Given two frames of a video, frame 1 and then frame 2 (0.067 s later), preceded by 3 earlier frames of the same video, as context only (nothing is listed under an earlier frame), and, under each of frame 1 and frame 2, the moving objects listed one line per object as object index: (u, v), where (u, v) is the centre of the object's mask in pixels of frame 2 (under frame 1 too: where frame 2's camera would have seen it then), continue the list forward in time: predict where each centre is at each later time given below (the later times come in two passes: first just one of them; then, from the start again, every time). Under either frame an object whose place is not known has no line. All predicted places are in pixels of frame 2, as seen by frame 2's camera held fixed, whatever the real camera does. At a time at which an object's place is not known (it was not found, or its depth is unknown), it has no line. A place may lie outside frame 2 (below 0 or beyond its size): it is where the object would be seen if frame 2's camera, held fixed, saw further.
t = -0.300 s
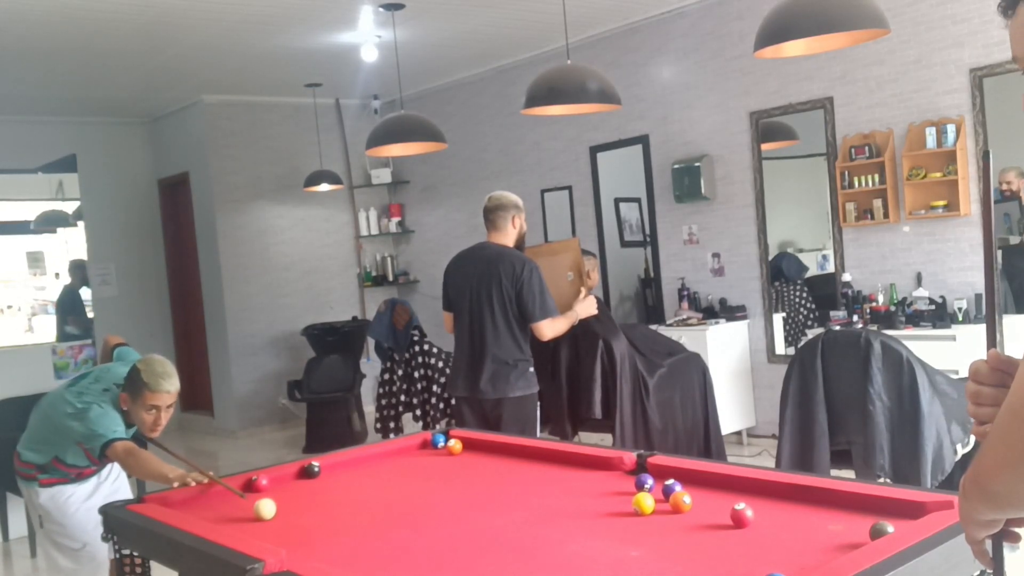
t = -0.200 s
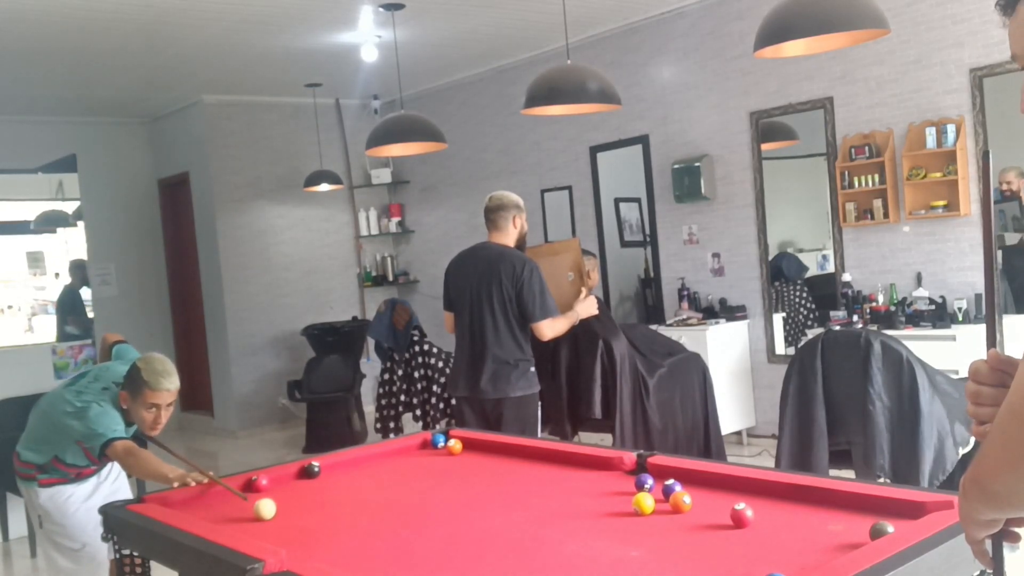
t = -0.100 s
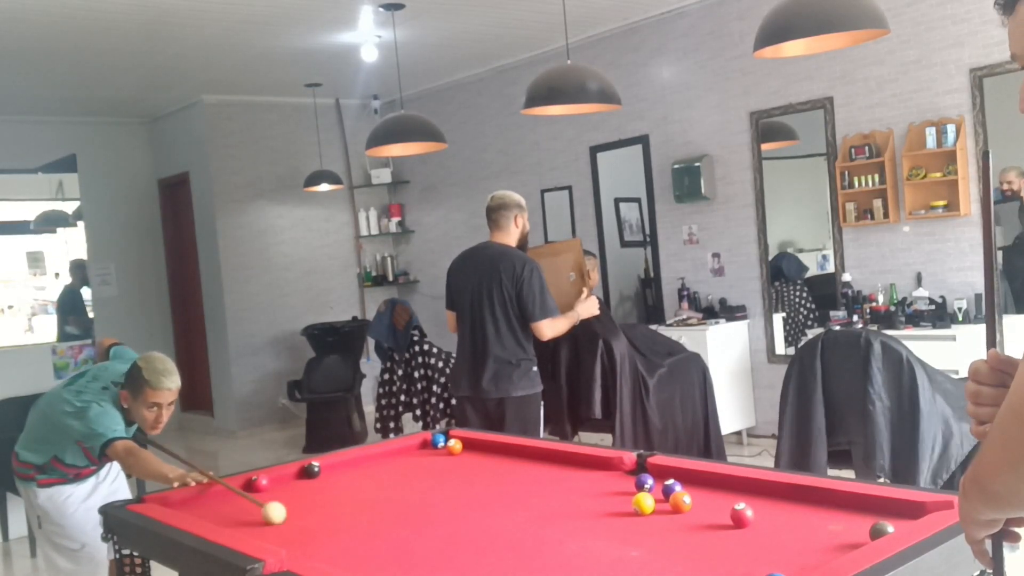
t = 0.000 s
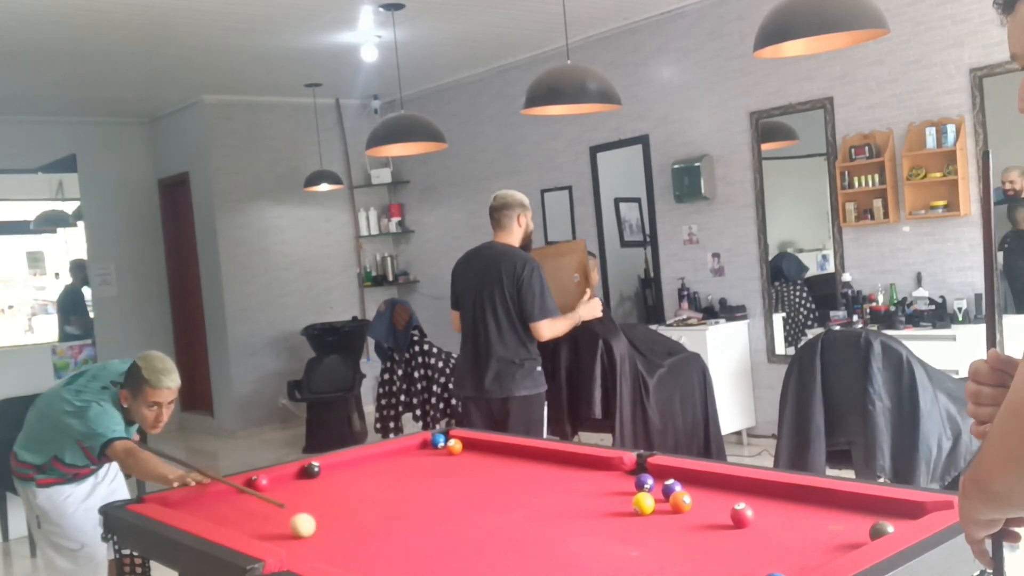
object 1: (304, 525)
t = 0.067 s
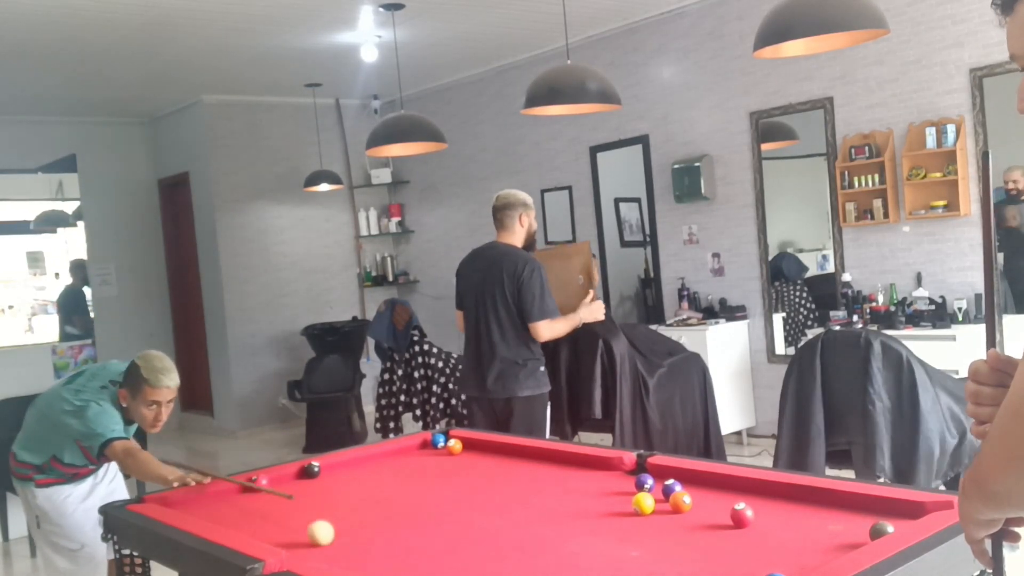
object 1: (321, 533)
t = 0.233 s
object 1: (372, 555)
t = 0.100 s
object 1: (331, 537)
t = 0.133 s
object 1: (341, 541)
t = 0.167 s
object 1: (351, 545)
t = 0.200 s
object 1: (361, 550)
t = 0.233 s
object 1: (372, 555)
